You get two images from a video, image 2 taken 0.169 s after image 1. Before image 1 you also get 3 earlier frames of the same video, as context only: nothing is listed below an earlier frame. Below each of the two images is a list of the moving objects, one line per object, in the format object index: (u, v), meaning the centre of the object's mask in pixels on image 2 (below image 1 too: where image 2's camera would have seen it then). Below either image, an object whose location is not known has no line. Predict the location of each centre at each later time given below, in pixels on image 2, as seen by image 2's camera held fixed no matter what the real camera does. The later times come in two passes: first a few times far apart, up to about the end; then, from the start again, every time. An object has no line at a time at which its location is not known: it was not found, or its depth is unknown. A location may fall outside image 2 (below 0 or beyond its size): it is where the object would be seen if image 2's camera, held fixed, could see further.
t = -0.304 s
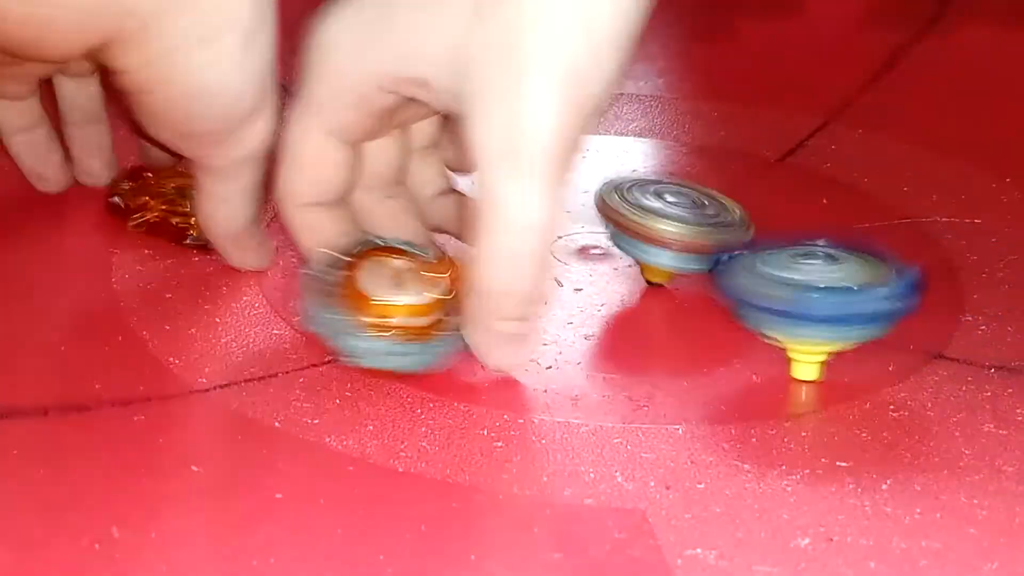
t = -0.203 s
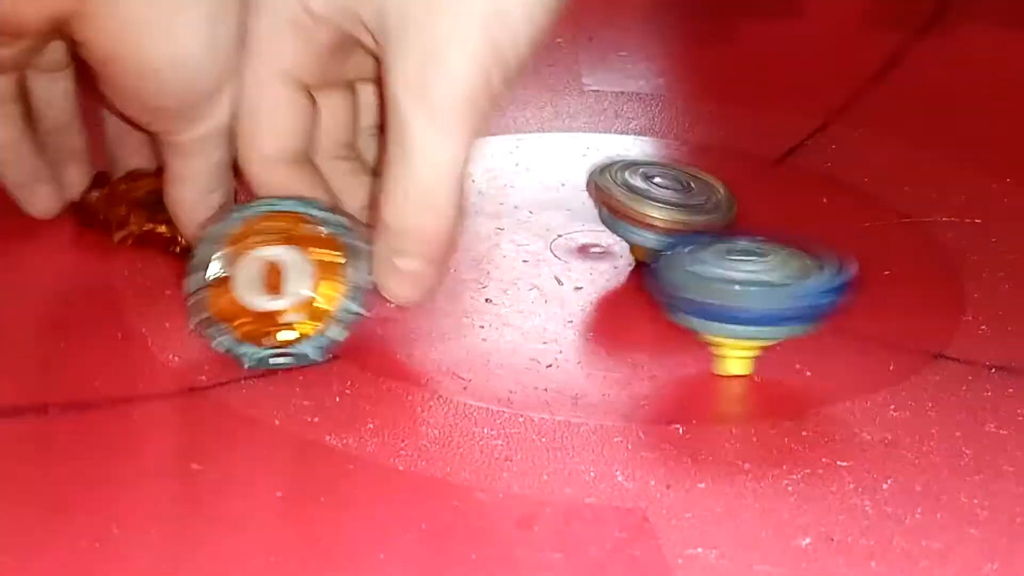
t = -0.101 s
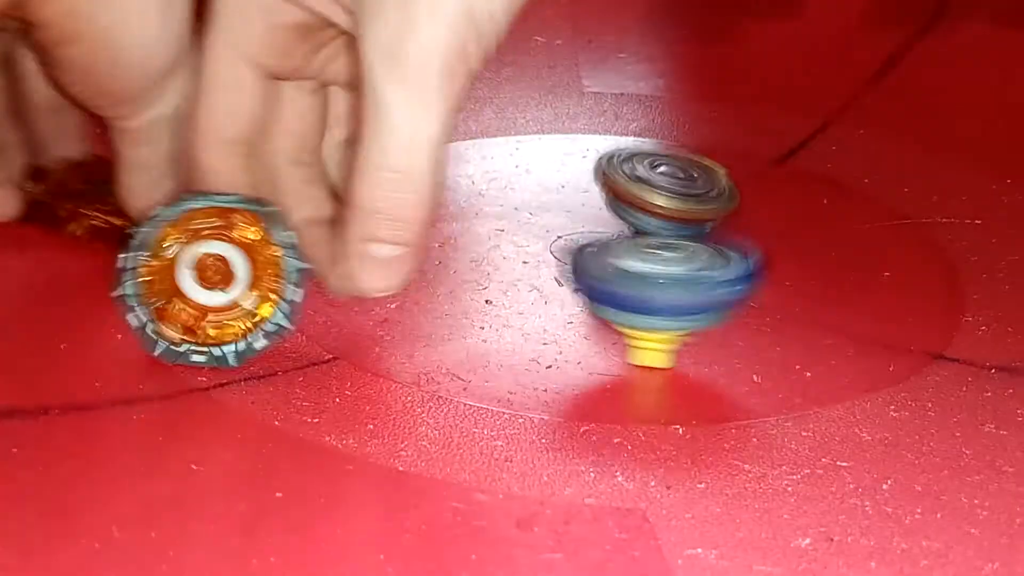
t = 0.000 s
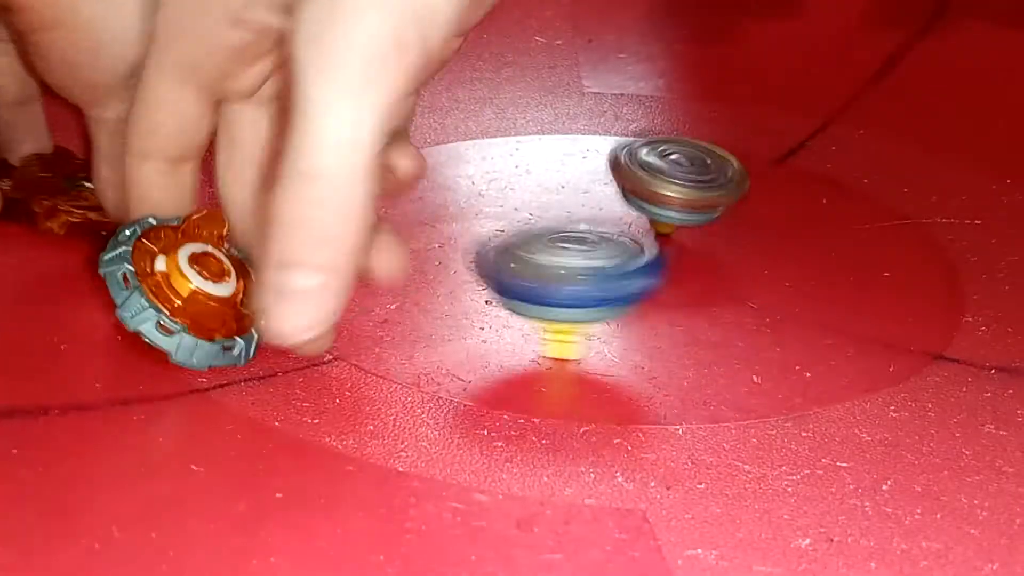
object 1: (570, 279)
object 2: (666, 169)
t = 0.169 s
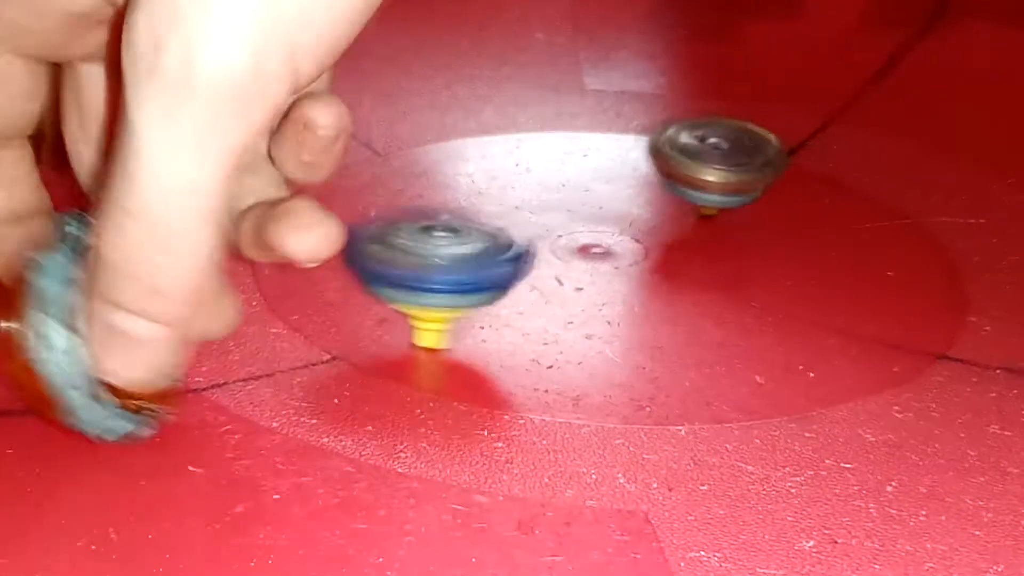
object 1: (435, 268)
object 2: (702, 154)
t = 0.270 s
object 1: (405, 263)
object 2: (729, 151)
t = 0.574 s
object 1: (351, 205)
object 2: (769, 159)
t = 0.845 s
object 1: (343, 158)
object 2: (749, 181)
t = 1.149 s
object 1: (405, 130)
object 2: (677, 166)
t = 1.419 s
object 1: (490, 118)
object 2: (616, 141)
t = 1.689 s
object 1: (512, 101)
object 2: (649, 144)
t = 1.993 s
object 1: (563, 120)
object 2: (668, 152)
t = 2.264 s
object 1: (600, 120)
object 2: (640, 194)
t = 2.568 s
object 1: (632, 141)
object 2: (536, 180)
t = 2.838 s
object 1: (667, 170)
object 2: (504, 152)
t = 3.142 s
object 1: (712, 199)
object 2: (567, 141)
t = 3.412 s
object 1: (737, 218)
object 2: (620, 156)
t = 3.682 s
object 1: (729, 225)
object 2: (595, 177)
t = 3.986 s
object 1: (680, 218)
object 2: (523, 176)
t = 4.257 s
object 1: (623, 205)
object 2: (512, 161)
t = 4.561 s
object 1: (600, 223)
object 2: (582, 147)
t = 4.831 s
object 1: (580, 231)
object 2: (610, 165)
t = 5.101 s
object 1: (475, 234)
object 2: (610, 182)
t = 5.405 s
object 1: (372, 194)
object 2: (635, 192)
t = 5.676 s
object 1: (337, 207)
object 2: (678, 186)
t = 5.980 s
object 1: (408, 196)
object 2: (660, 168)
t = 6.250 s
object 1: (445, 220)
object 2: (611, 174)
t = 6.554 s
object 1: (450, 227)
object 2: (675, 186)
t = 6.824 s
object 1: (450, 227)
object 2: (695, 182)
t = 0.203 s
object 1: (424, 265)
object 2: (714, 153)
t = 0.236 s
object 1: (416, 266)
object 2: (722, 152)
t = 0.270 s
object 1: (405, 263)
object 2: (729, 151)
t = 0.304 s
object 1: (389, 255)
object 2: (736, 149)
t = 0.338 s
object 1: (379, 250)
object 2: (743, 152)
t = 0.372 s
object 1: (371, 244)
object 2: (747, 153)
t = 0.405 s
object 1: (364, 240)
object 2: (751, 154)
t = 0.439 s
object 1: (362, 232)
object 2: (756, 154)
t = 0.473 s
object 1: (358, 227)
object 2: (760, 156)
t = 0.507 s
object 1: (355, 217)
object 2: (765, 156)
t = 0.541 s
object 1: (351, 213)
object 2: (768, 157)
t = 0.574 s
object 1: (351, 205)
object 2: (769, 159)
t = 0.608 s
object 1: (345, 196)
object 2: (770, 161)
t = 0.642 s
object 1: (342, 191)
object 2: (768, 163)
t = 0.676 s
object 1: (340, 183)
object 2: (766, 164)
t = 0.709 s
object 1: (338, 179)
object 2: (768, 175)
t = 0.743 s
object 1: (337, 171)
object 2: (761, 168)
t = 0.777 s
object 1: (339, 167)
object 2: (761, 178)
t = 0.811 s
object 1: (340, 162)
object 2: (752, 171)
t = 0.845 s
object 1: (343, 158)
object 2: (749, 181)
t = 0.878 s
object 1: (349, 155)
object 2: (743, 182)
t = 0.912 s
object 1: (353, 149)
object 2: (734, 183)
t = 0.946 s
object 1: (358, 144)
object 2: (726, 183)
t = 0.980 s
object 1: (363, 141)
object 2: (714, 182)
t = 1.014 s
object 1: (371, 139)
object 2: (704, 182)
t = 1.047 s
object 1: (379, 137)
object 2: (710, 173)
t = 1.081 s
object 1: (388, 133)
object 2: (697, 170)
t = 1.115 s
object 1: (397, 131)
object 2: (686, 170)
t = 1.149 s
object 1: (405, 130)
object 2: (677, 166)
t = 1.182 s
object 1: (417, 126)
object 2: (657, 171)
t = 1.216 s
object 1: (425, 124)
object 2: (648, 159)
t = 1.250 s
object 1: (435, 123)
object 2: (639, 157)
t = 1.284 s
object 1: (443, 119)
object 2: (636, 154)
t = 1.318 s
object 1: (454, 119)
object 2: (631, 151)
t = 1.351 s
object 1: (466, 119)
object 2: (623, 147)
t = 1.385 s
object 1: (480, 117)
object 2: (620, 144)
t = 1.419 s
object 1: (490, 118)
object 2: (616, 141)
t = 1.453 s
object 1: (499, 116)
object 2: (617, 138)
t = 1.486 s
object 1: (499, 112)
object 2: (625, 142)
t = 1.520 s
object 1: (501, 109)
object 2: (623, 138)
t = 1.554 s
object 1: (502, 108)
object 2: (630, 140)
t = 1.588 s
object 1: (505, 104)
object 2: (631, 136)
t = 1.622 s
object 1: (507, 104)
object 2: (639, 142)
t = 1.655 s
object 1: (510, 103)
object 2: (640, 136)
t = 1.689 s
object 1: (512, 101)
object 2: (649, 144)
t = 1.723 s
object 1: (515, 102)
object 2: (650, 139)
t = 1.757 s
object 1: (519, 102)
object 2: (652, 140)
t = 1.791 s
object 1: (522, 104)
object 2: (658, 141)
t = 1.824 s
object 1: (528, 105)
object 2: (659, 143)
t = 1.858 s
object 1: (533, 106)
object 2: (666, 144)
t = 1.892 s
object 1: (540, 110)
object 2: (666, 145)
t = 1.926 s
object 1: (546, 113)
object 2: (668, 148)
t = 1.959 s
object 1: (554, 116)
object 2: (668, 149)
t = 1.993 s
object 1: (563, 120)
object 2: (668, 152)
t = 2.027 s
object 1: (571, 120)
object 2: (670, 158)
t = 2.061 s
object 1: (573, 120)
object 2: (670, 163)
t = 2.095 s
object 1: (579, 120)
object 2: (666, 167)
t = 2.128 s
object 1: (582, 120)
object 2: (667, 171)
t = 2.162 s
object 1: (587, 121)
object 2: (661, 174)
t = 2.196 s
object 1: (591, 120)
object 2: (657, 179)
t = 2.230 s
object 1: (595, 120)
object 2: (646, 181)
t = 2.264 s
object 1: (600, 120)
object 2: (640, 194)
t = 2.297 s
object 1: (603, 122)
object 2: (627, 196)
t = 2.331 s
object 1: (608, 123)
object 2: (616, 198)
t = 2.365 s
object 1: (610, 124)
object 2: (603, 200)
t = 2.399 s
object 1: (614, 126)
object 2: (594, 200)
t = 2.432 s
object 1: (619, 127)
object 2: (583, 197)
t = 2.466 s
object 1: (621, 130)
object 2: (570, 197)
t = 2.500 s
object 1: (627, 135)
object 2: (557, 185)
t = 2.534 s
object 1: (630, 138)
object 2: (542, 182)
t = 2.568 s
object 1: (632, 141)
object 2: (536, 180)
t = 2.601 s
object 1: (635, 143)
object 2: (524, 177)
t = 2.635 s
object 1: (637, 147)
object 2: (516, 173)
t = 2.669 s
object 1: (642, 150)
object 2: (510, 170)
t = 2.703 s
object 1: (646, 155)
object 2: (508, 167)
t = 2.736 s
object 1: (651, 158)
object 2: (501, 163)
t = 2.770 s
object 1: (654, 161)
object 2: (502, 159)
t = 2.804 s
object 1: (658, 166)
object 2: (501, 156)
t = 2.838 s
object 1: (667, 170)
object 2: (504, 152)
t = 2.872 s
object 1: (672, 173)
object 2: (508, 150)
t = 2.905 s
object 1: (678, 178)
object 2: (511, 146)
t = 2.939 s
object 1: (683, 181)
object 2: (519, 145)
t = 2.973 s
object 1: (688, 184)
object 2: (523, 148)
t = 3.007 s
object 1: (694, 189)
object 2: (530, 148)
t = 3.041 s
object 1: (699, 190)
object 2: (537, 143)
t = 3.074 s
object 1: (704, 194)
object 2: (547, 140)
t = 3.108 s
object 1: (709, 196)
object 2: (557, 142)
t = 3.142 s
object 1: (712, 199)
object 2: (567, 141)
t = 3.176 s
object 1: (718, 201)
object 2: (576, 144)
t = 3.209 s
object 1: (721, 202)
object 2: (583, 145)
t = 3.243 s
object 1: (725, 207)
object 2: (591, 143)
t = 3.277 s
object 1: (728, 206)
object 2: (598, 146)
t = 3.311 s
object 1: (730, 211)
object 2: (605, 148)
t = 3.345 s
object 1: (733, 214)
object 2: (610, 151)
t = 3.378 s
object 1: (735, 215)
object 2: (615, 153)
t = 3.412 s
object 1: (737, 218)
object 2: (620, 156)
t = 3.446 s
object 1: (738, 218)
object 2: (620, 160)
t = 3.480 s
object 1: (739, 218)
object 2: (623, 162)
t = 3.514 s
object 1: (739, 223)
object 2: (620, 166)
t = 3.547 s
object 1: (738, 219)
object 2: (621, 168)
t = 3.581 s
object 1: (735, 222)
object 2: (616, 171)
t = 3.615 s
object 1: (735, 224)
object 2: (611, 172)
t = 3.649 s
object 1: (732, 223)
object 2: (606, 174)
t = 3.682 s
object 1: (729, 225)
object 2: (595, 177)
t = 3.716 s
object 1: (726, 224)
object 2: (589, 178)
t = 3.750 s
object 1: (722, 223)
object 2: (581, 180)
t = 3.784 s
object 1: (717, 224)
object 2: (571, 181)
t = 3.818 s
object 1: (713, 222)
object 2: (564, 182)
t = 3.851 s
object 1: (709, 223)
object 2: (553, 181)
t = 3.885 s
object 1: (700, 225)
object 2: (546, 179)
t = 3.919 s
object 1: (694, 220)
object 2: (538, 178)
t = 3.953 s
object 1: (688, 221)
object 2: (533, 177)
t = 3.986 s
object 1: (680, 218)
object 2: (523, 176)
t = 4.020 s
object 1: (673, 218)
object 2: (518, 172)
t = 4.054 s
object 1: (664, 216)
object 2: (516, 170)
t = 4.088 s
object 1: (657, 217)
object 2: (512, 169)
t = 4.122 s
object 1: (653, 214)
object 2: (514, 166)
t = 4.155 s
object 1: (644, 212)
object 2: (509, 164)
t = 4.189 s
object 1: (638, 210)
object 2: (508, 161)
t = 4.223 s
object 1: (631, 209)
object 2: (513, 159)
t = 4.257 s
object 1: (623, 205)
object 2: (512, 161)
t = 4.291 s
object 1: (616, 204)
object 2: (519, 155)
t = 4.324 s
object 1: (614, 208)
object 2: (528, 151)
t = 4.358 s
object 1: (613, 211)
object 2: (534, 150)
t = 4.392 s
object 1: (611, 212)
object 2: (541, 150)
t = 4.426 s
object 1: (609, 214)
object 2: (543, 149)
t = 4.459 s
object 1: (607, 217)
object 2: (555, 148)
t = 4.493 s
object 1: (605, 218)
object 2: (565, 148)
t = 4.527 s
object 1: (602, 221)
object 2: (575, 150)
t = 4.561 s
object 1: (600, 223)
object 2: (582, 147)
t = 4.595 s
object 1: (596, 225)
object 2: (586, 149)
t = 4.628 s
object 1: (594, 226)
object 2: (593, 153)
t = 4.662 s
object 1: (592, 229)
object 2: (603, 156)
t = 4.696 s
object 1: (589, 229)
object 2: (606, 157)
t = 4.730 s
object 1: (588, 231)
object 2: (606, 161)
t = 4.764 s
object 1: (585, 232)
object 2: (611, 163)
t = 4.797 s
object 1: (583, 232)
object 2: (610, 165)
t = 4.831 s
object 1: (580, 231)
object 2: (610, 165)
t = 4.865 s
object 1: (576, 234)
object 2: (604, 170)
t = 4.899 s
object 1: (550, 235)
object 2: (619, 174)
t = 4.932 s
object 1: (526, 242)
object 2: (628, 176)
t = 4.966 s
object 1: (512, 244)
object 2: (631, 191)
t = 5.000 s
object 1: (498, 243)
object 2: (625, 188)
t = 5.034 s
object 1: (491, 237)
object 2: (615, 188)
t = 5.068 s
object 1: (485, 240)
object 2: (609, 191)
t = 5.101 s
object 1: (475, 234)
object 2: (610, 182)
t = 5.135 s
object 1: (469, 233)
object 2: (618, 188)
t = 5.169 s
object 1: (459, 228)
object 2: (621, 188)
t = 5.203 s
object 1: (453, 223)
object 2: (624, 184)
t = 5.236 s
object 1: (443, 217)
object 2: (622, 184)
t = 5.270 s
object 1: (431, 210)
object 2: (626, 181)
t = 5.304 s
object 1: (418, 203)
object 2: (631, 188)
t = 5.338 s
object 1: (404, 197)
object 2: (630, 190)
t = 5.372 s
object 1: (388, 194)
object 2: (640, 185)
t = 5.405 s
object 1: (372, 194)
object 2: (635, 192)
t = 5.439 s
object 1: (360, 196)
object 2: (639, 187)
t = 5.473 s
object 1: (352, 199)
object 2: (637, 189)
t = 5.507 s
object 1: (345, 201)
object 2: (639, 186)
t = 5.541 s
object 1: (338, 206)
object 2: (644, 187)
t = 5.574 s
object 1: (337, 208)
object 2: (648, 190)
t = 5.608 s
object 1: (336, 209)
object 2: (656, 189)
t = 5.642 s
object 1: (336, 209)
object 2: (666, 188)
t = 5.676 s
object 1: (337, 207)
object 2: (678, 186)
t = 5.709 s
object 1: (341, 204)
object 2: (688, 184)
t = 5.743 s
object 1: (345, 202)
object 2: (696, 184)
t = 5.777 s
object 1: (351, 200)
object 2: (697, 183)
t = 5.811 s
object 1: (356, 198)
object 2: (697, 183)
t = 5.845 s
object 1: (364, 195)
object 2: (693, 173)
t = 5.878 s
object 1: (374, 194)
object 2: (689, 164)
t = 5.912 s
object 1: (386, 194)
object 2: (682, 157)
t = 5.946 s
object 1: (398, 194)
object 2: (672, 172)
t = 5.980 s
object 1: (408, 196)
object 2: (660, 168)
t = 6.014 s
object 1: (417, 199)
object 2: (654, 169)
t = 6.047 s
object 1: (426, 202)
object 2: (644, 171)
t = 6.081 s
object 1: (432, 207)
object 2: (641, 172)
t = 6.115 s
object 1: (435, 210)
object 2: (624, 159)
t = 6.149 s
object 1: (439, 214)
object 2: (621, 169)
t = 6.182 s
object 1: (443, 217)
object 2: (613, 172)
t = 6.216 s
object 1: (444, 219)
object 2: (608, 169)
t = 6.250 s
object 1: (445, 220)
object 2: (611, 174)
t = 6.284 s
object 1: (447, 221)
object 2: (620, 179)
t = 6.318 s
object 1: (447, 221)
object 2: (626, 182)
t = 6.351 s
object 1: (448, 222)
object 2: (633, 183)
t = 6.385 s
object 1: (448, 222)
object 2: (640, 184)
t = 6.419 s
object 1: (448, 222)
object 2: (646, 184)
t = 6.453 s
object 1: (449, 223)
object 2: (654, 186)
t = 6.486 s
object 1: (449, 224)
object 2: (662, 187)
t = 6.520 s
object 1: (450, 226)
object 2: (669, 187)
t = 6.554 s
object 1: (450, 227)
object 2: (675, 186)
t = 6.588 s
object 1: (449, 229)
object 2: (680, 186)
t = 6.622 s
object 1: (448, 230)
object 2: (684, 185)
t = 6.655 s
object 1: (447, 230)
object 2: (688, 184)
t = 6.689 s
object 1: (447, 230)
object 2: (692, 183)
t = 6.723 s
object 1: (447, 230)
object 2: (694, 183)
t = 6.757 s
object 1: (448, 229)
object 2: (695, 182)
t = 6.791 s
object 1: (449, 228)
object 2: (695, 181)
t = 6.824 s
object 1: (450, 227)
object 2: (695, 182)
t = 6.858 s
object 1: (450, 226)
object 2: (697, 180)
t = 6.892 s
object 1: (450, 225)
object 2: (693, 183)
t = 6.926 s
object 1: (450, 224)
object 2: (692, 183)
